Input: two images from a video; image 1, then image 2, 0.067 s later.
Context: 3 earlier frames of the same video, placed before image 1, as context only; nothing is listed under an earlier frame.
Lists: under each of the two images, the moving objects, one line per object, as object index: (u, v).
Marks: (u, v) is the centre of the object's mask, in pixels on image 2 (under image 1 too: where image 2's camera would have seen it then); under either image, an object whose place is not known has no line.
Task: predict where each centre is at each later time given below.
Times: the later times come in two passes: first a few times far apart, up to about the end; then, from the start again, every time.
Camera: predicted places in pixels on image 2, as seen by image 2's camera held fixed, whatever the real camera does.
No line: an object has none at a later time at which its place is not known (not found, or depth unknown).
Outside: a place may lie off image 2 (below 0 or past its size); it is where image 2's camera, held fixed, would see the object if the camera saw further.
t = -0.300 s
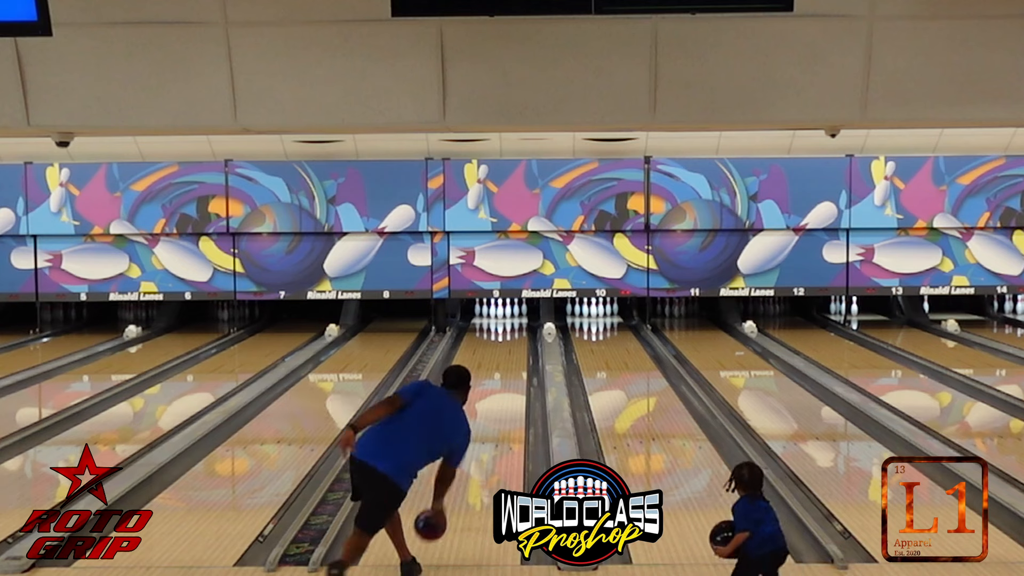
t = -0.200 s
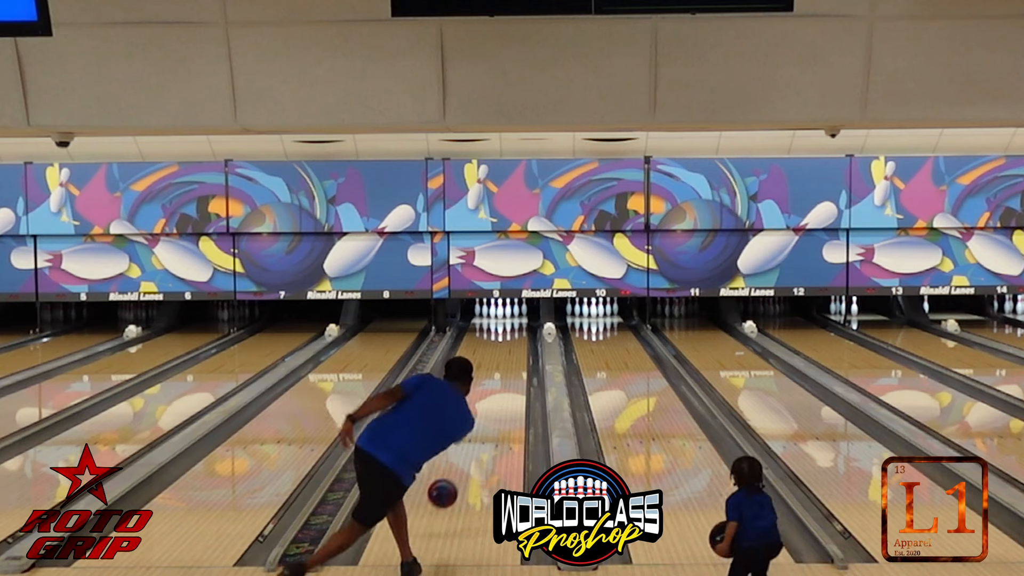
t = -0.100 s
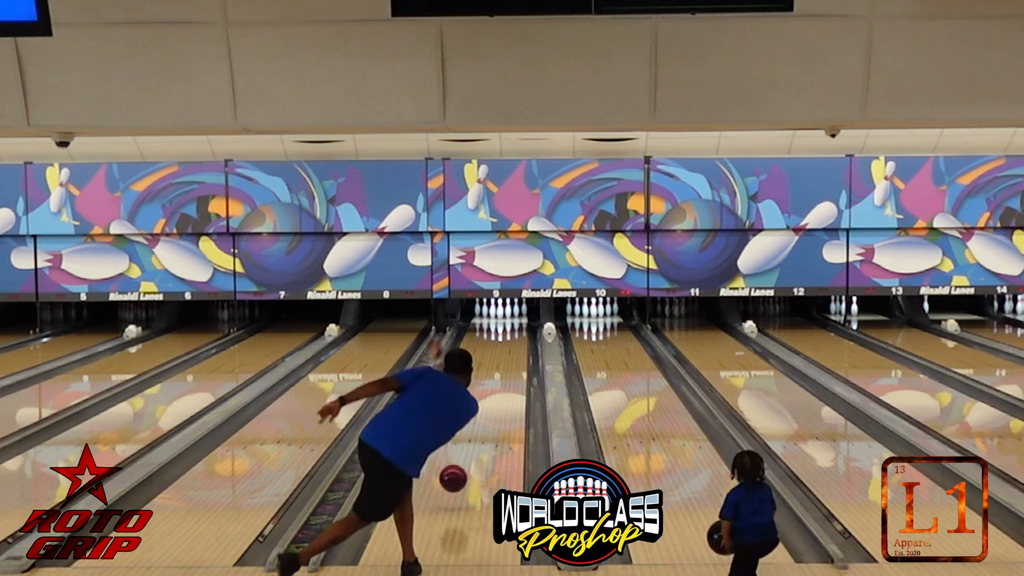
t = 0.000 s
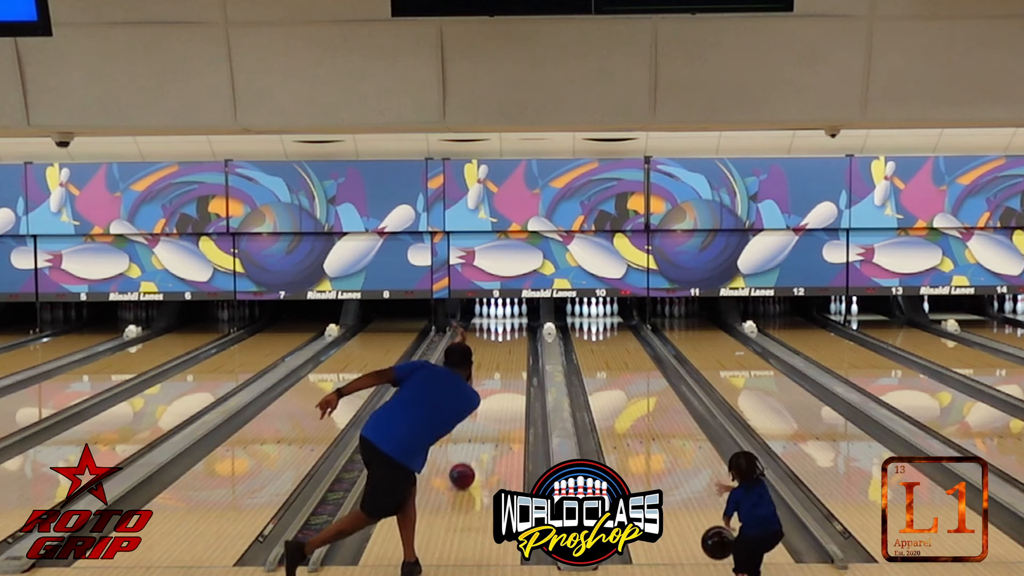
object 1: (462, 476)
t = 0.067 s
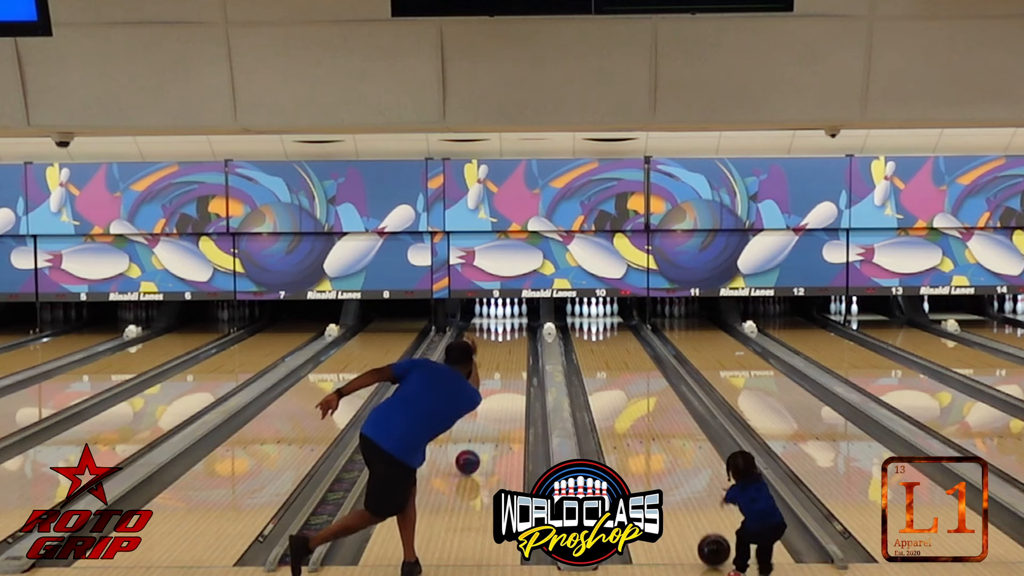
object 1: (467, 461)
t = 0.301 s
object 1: (483, 428)
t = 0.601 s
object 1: (496, 394)
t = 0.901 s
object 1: (506, 369)
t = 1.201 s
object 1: (513, 350)
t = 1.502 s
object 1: (516, 334)
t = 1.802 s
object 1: (516, 325)
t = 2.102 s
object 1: (508, 313)
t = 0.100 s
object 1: (470, 457)
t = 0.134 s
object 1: (472, 452)
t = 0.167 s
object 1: (474, 447)
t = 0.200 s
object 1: (476, 442)
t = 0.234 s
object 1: (479, 437)
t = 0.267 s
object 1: (482, 433)
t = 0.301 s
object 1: (483, 428)
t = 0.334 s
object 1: (484, 423)
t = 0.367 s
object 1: (486, 419)
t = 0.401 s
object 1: (487, 416)
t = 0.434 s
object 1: (489, 412)
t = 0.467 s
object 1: (491, 408)
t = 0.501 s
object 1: (492, 404)
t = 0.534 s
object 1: (493, 401)
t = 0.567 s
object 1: (495, 397)
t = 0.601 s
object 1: (496, 394)
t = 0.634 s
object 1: (497, 391)
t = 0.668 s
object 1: (498, 388)
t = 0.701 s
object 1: (500, 385)
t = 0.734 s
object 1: (501, 382)
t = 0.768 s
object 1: (502, 379)
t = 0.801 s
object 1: (503, 377)
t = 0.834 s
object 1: (504, 374)
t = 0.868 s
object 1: (505, 372)
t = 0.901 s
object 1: (506, 369)
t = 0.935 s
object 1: (506, 367)
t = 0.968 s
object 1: (507, 365)
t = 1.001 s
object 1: (508, 362)
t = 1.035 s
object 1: (509, 360)
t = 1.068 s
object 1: (510, 358)
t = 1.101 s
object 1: (510, 356)
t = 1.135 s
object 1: (511, 354)
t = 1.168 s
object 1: (512, 352)
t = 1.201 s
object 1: (513, 350)
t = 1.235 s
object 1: (513, 348)
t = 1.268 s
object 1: (514, 346)
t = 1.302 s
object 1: (514, 345)
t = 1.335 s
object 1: (515, 343)
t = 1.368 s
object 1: (516, 341)
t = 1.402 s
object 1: (516, 339)
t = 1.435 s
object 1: (516, 338)
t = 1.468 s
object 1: (516, 336)
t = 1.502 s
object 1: (516, 334)
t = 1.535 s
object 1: (517, 334)
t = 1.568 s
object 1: (517, 331)
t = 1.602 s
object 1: (517, 330)
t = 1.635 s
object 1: (517, 329)
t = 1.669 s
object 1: (517, 328)
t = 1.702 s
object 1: (517, 327)
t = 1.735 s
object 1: (517, 326)
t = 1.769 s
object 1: (516, 325)
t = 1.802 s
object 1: (516, 325)
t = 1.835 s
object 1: (516, 324)
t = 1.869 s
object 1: (514, 321)
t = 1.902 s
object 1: (513, 319)
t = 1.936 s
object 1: (512, 318)
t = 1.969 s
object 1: (511, 317)
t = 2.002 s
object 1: (510, 316)
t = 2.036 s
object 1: (509, 316)
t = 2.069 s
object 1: (508, 314)
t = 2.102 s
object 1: (508, 313)
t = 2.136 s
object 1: (508, 312)
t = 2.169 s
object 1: (508, 311)
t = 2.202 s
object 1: (509, 311)
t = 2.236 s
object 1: (509, 310)
